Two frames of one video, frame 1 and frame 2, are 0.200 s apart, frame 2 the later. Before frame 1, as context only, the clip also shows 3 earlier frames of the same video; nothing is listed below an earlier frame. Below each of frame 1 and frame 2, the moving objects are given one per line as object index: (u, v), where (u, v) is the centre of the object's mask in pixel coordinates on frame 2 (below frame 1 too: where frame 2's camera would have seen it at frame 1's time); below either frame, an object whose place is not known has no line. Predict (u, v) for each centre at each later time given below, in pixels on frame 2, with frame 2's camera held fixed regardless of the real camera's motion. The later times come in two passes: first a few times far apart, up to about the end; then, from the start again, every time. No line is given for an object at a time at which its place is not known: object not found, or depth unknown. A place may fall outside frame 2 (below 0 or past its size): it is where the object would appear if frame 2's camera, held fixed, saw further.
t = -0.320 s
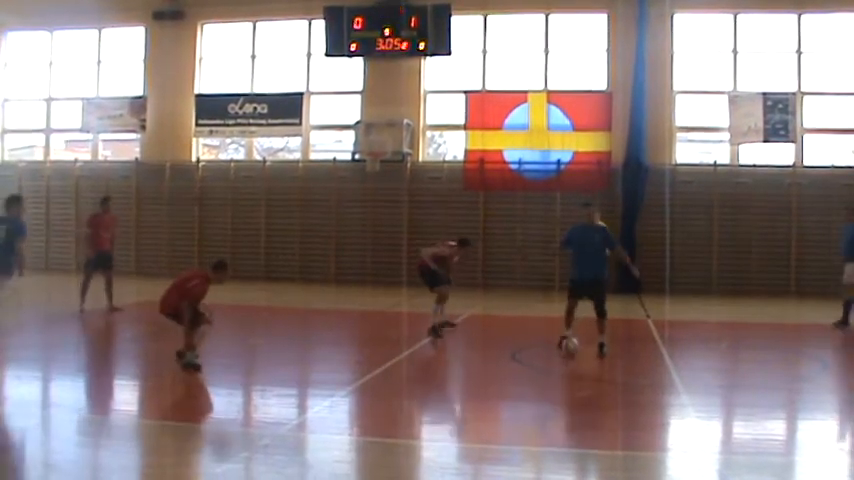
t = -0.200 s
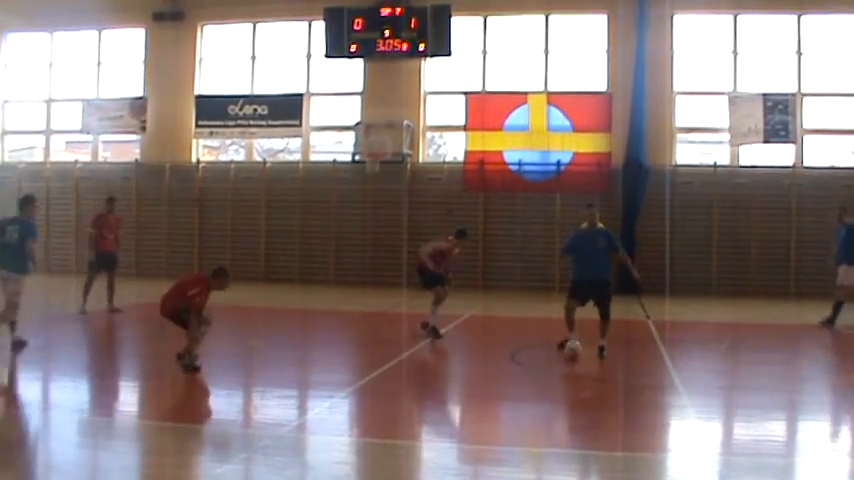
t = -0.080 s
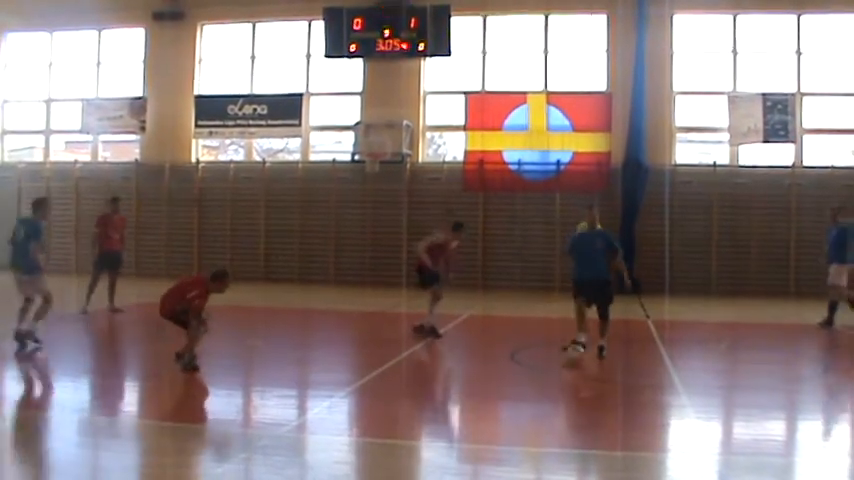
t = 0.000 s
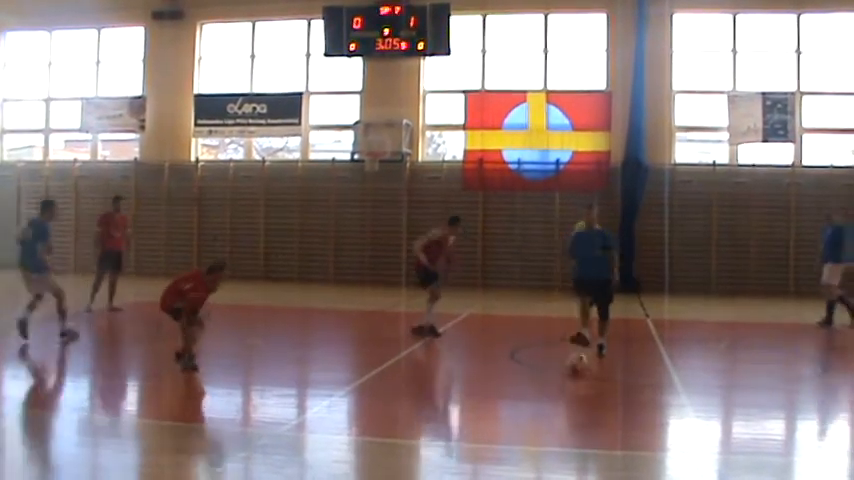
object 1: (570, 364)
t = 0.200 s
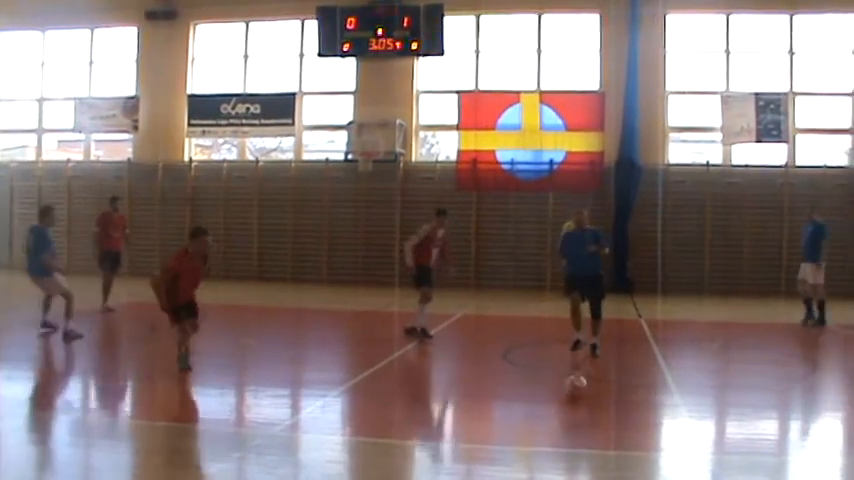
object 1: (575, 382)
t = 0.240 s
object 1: (577, 391)
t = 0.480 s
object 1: (584, 429)
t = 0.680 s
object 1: (592, 470)
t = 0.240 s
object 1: (577, 391)
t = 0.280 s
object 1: (577, 399)
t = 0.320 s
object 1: (580, 402)
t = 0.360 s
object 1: (579, 409)
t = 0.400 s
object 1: (582, 415)
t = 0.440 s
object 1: (584, 422)
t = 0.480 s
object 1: (584, 429)
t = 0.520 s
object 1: (586, 436)
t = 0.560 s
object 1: (587, 443)
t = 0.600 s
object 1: (589, 452)
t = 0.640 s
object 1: (590, 460)
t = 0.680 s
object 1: (592, 470)
